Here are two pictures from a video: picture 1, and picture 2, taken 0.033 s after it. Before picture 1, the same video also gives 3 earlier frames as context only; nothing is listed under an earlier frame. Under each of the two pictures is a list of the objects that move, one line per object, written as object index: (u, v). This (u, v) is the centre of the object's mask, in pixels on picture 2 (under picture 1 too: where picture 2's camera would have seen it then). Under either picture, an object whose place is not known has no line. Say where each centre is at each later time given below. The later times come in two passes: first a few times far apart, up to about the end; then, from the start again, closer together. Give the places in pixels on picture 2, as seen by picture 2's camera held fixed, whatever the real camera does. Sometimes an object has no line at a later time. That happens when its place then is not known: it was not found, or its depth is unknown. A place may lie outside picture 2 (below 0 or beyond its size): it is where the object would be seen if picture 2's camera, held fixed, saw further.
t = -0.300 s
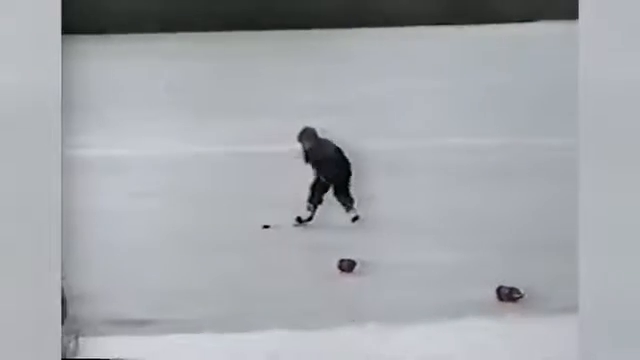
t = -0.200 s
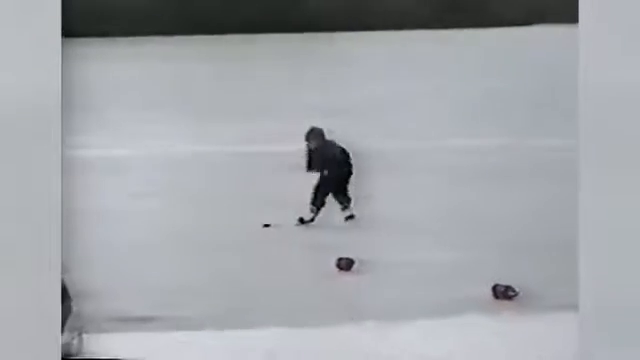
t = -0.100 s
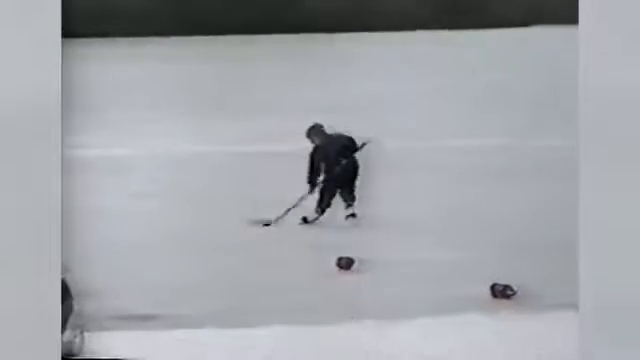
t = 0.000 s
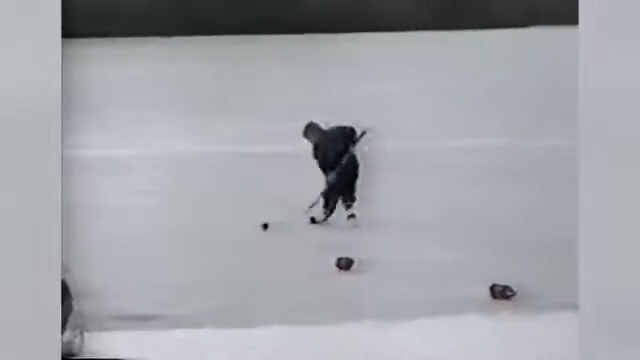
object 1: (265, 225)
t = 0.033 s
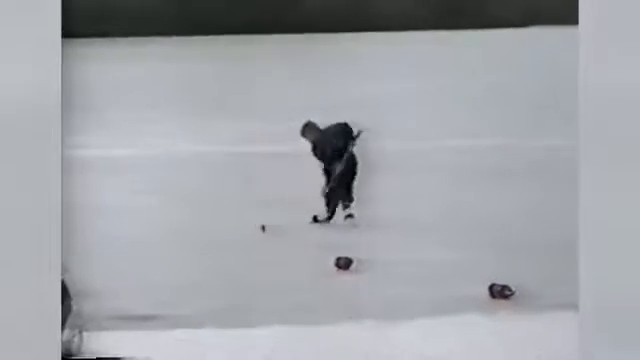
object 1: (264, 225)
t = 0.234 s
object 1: (261, 238)
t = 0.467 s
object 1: (255, 254)
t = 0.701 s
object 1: (249, 267)
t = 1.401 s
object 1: (232, 310)
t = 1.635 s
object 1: (237, 322)
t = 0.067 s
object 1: (263, 228)
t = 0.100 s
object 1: (263, 229)
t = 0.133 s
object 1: (263, 233)
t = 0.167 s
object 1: (262, 235)
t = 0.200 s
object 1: (260, 236)
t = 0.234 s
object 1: (261, 238)
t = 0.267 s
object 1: (260, 241)
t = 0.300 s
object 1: (258, 244)
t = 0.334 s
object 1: (258, 246)
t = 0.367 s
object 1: (256, 247)
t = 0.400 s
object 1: (257, 250)
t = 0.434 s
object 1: (256, 252)
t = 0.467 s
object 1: (255, 254)
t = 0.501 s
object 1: (254, 256)
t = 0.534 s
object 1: (253, 258)
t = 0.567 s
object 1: (252, 261)
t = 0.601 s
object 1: (250, 262)
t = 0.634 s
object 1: (249, 264)
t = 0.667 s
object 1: (250, 265)
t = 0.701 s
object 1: (249, 267)
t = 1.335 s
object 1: (231, 306)
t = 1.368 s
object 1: (231, 309)
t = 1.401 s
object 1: (232, 310)
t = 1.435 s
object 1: (232, 310)
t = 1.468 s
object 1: (231, 311)
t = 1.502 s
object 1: (232, 313)
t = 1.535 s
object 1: (233, 316)
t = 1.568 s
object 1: (235, 320)
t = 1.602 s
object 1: (236, 322)
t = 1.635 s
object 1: (237, 322)
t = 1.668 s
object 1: (238, 323)
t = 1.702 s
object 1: (240, 325)
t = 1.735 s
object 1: (241, 326)
